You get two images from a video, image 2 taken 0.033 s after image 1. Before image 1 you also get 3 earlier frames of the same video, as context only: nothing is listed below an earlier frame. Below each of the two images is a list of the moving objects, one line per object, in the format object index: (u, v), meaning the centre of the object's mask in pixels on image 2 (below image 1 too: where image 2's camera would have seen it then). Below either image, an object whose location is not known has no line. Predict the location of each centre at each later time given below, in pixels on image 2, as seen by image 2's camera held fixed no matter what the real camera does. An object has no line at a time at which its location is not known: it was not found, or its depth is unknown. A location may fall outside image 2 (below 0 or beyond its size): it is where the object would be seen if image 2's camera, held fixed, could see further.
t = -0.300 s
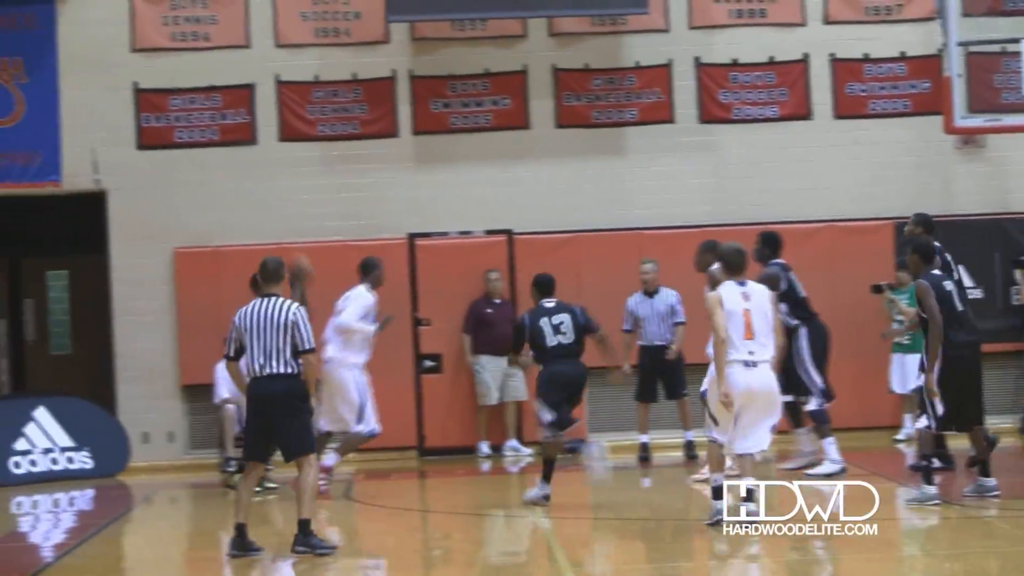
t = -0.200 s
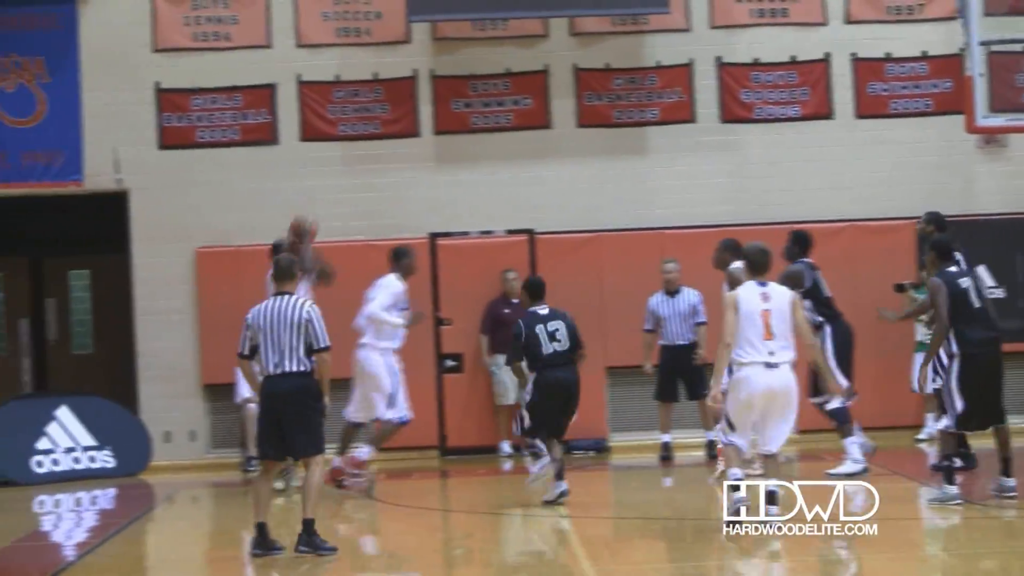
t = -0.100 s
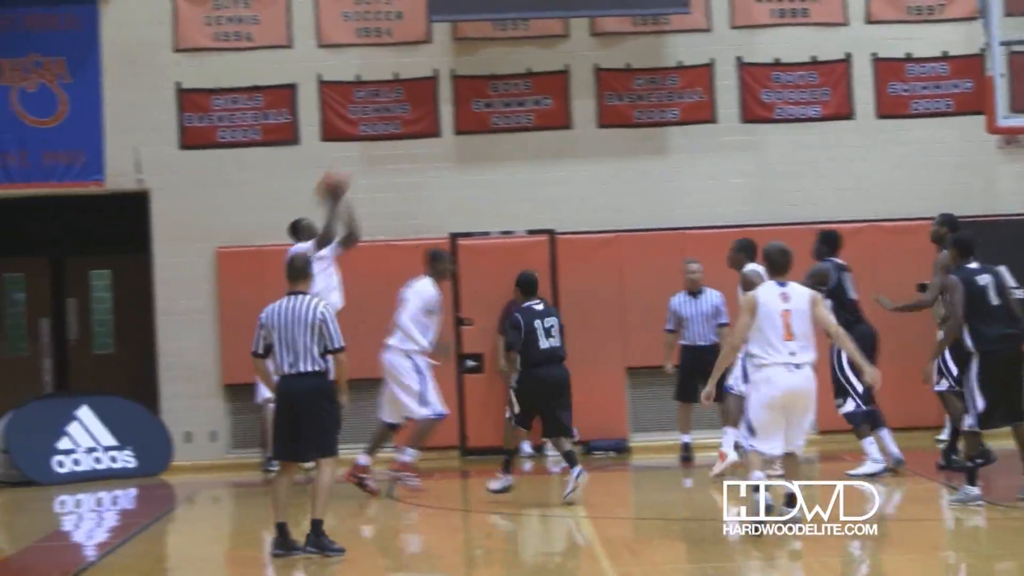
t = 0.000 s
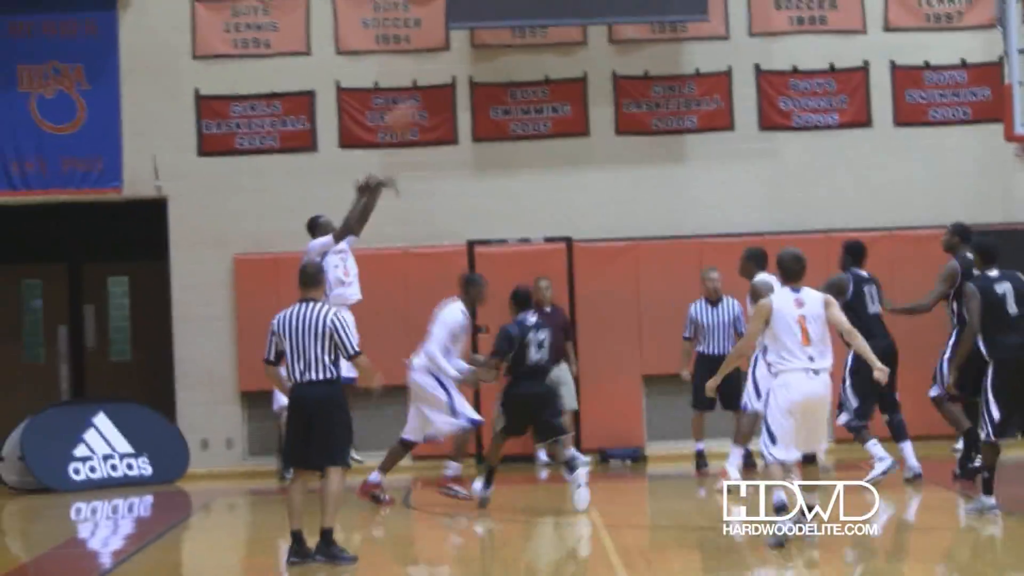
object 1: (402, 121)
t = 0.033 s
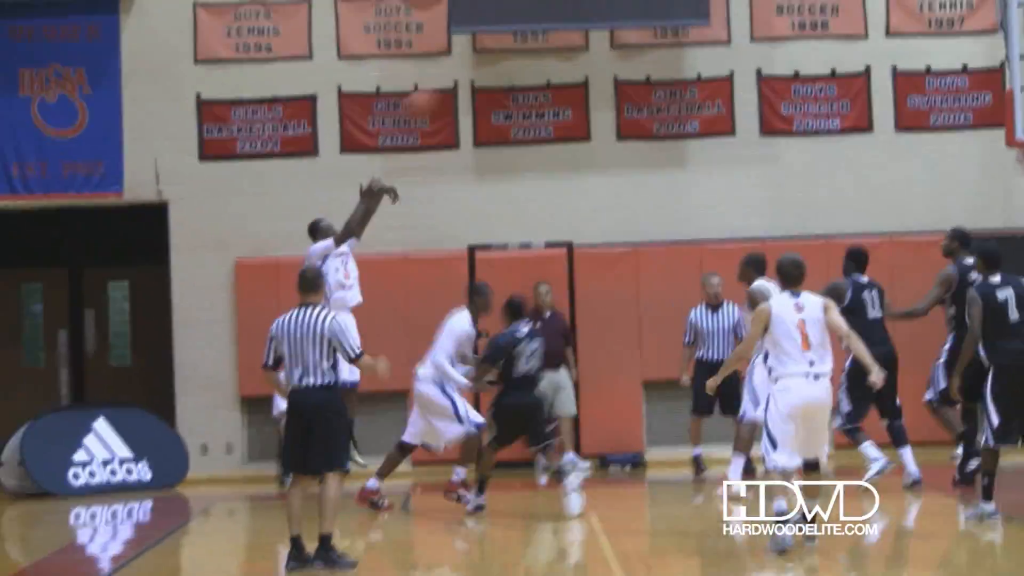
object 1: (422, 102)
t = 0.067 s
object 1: (439, 81)
